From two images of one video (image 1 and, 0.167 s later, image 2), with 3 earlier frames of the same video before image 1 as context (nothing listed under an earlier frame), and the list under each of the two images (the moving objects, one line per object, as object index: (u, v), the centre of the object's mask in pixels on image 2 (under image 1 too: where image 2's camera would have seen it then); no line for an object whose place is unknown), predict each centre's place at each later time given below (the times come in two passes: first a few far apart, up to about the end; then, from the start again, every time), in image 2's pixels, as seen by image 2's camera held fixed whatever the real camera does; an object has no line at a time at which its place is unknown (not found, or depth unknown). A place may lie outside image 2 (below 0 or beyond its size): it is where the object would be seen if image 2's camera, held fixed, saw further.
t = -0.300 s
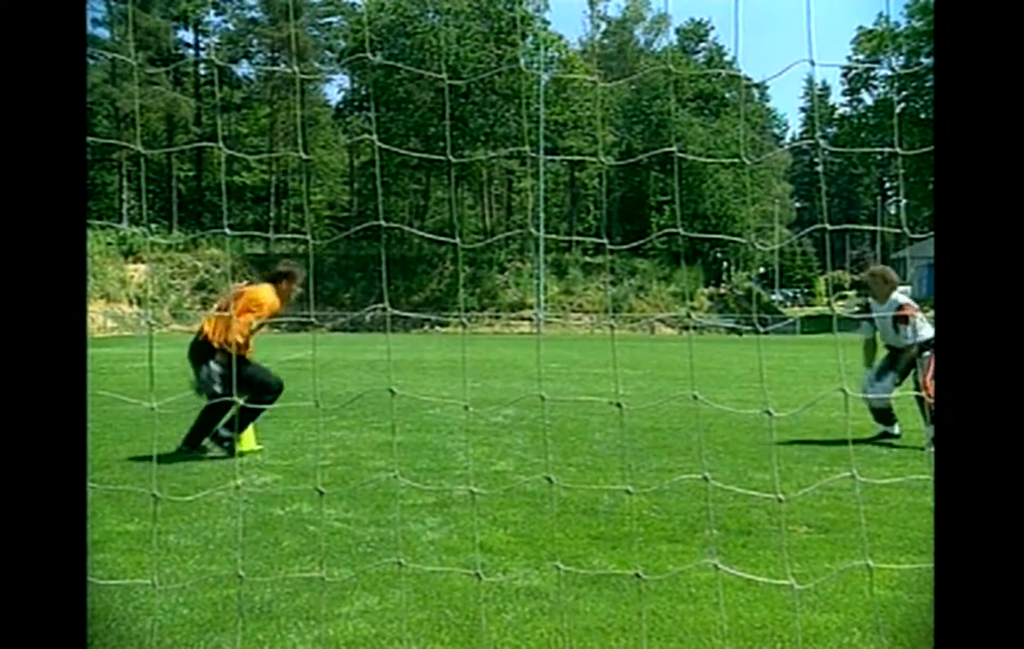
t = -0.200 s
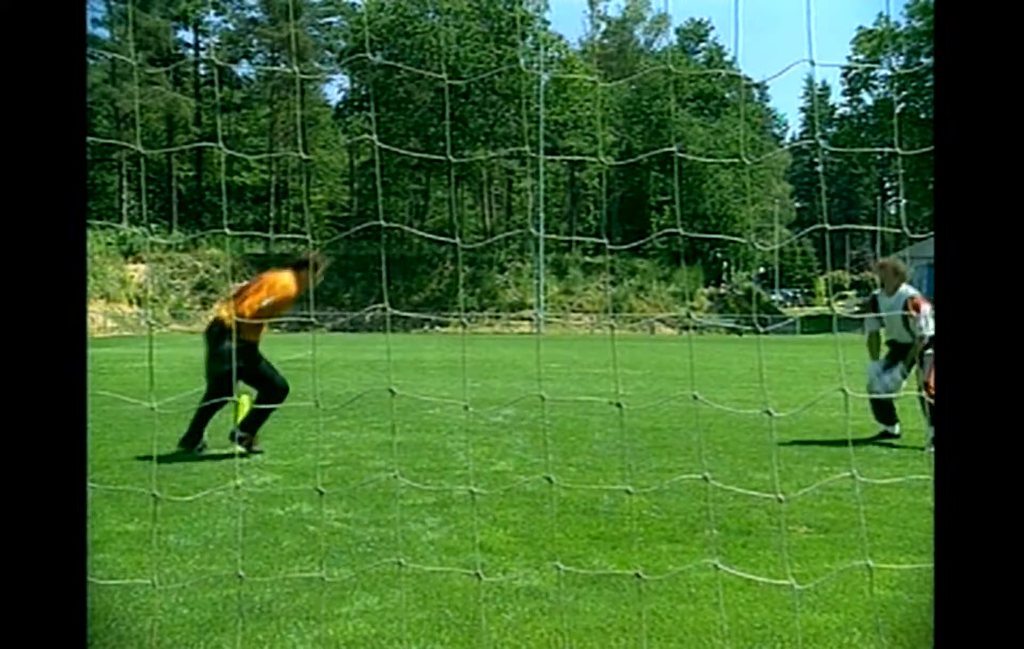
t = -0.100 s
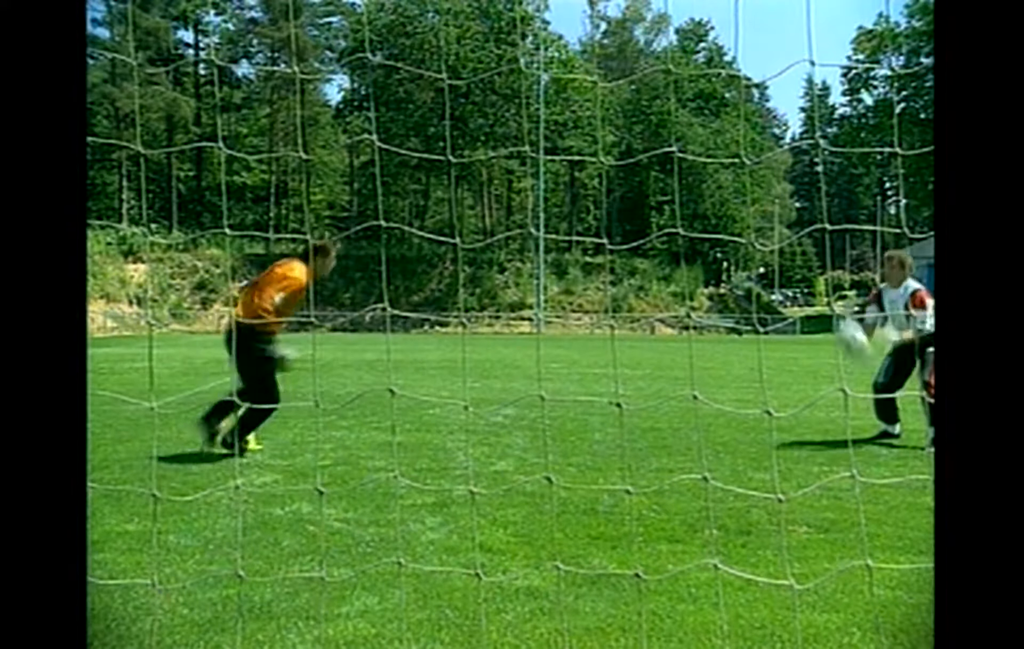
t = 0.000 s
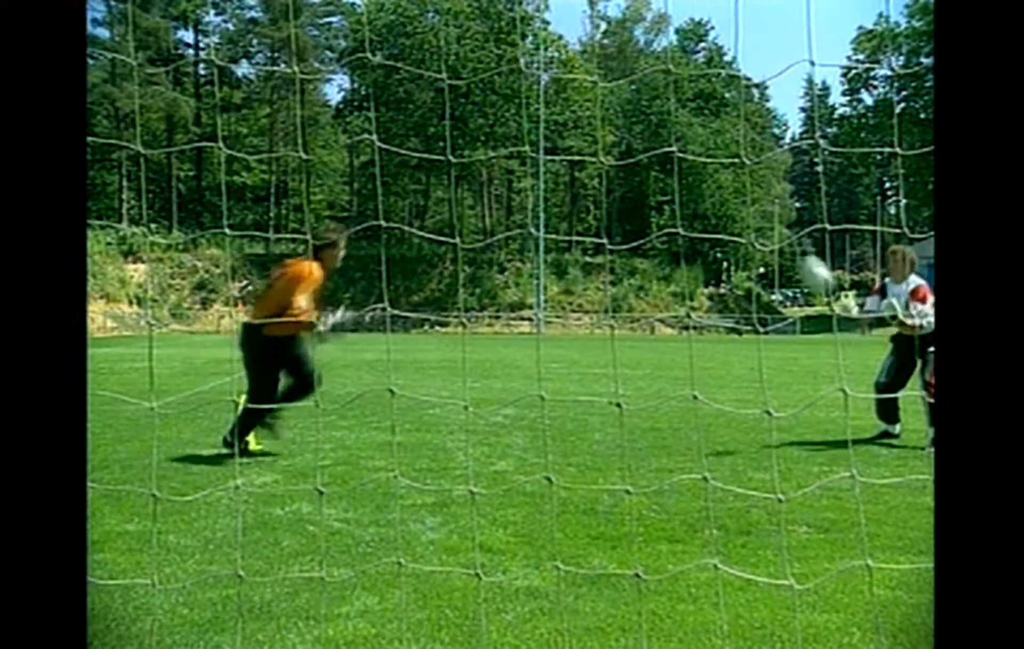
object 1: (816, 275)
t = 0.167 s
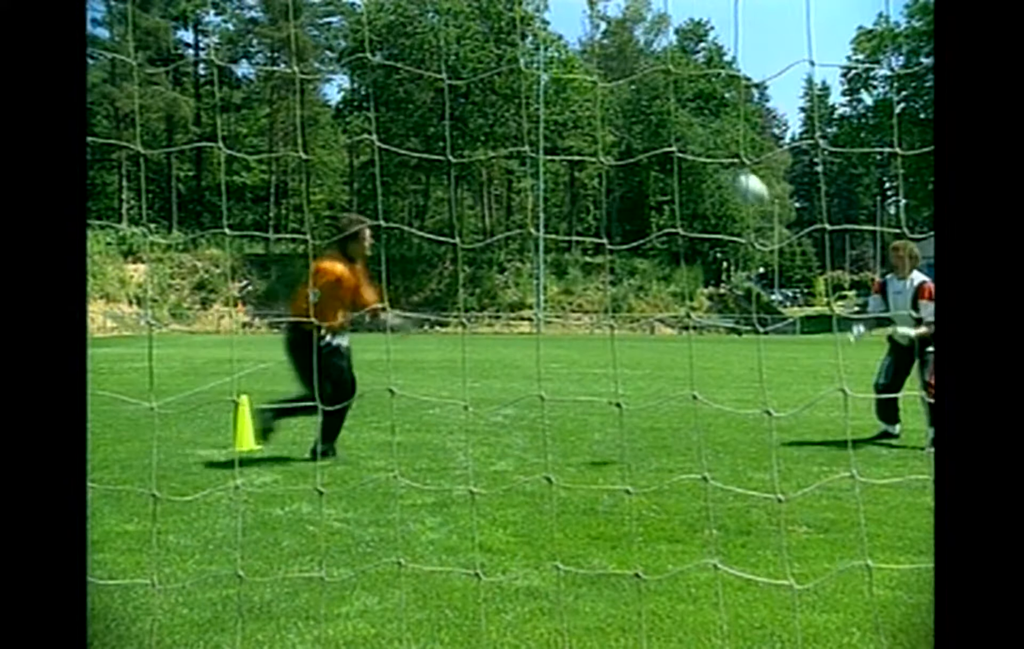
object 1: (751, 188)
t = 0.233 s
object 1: (722, 163)
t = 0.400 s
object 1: (641, 124)
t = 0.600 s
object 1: (526, 130)
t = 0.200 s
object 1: (735, 175)
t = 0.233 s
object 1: (722, 163)
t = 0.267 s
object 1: (706, 148)
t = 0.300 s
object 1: (690, 141)
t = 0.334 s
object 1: (673, 134)
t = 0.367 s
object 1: (658, 129)
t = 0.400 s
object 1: (641, 124)
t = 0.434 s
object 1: (625, 120)
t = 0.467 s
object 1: (605, 118)
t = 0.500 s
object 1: (585, 117)
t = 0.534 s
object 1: (568, 122)
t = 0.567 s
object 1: (548, 125)
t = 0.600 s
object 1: (526, 130)
